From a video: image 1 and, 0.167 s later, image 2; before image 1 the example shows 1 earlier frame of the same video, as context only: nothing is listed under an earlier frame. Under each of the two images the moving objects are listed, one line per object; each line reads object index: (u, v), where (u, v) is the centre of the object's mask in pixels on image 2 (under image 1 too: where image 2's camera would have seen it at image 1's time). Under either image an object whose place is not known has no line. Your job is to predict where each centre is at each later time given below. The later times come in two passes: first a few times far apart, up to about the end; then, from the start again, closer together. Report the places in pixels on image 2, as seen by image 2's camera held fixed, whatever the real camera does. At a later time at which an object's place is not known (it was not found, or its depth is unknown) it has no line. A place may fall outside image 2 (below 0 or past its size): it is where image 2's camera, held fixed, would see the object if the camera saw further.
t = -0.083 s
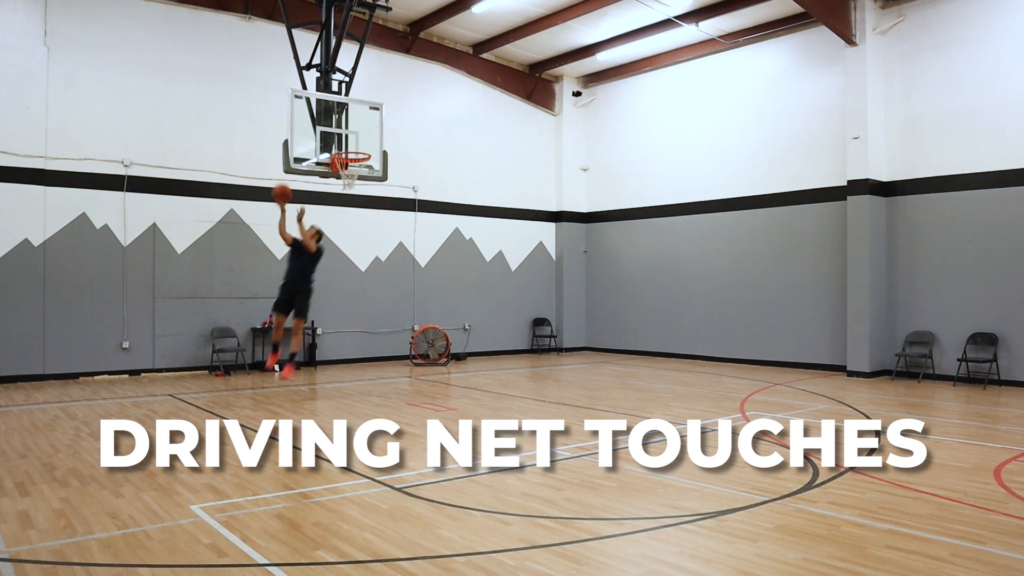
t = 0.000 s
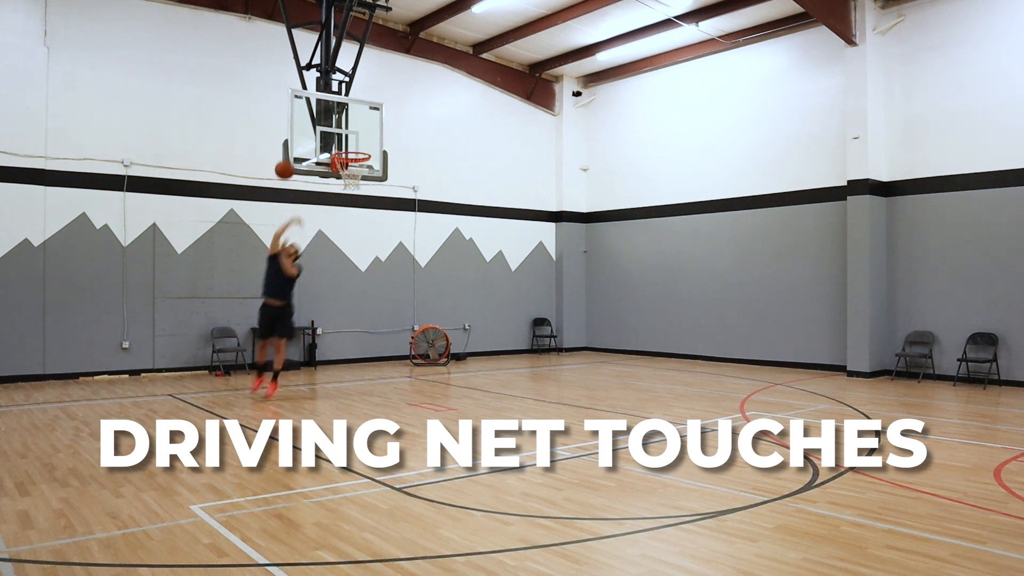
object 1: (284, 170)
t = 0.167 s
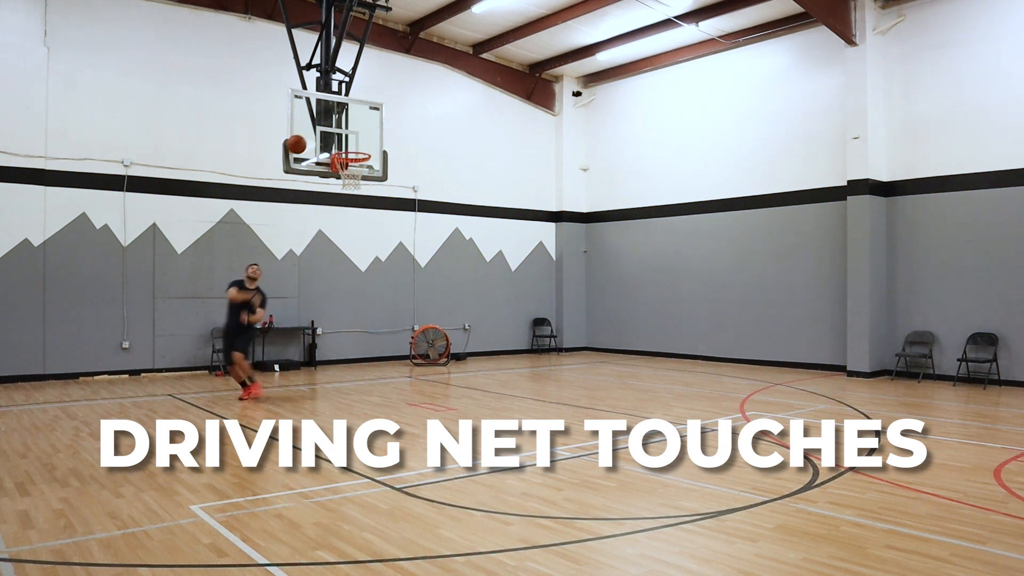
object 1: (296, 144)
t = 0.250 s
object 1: (304, 142)
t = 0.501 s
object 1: (328, 167)
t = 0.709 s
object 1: (346, 225)
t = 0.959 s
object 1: (371, 343)
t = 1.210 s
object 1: (374, 330)
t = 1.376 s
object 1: (367, 281)
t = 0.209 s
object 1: (300, 142)
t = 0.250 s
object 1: (304, 142)
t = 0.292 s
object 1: (308, 142)
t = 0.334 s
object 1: (312, 144)
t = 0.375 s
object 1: (316, 147)
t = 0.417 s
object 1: (320, 152)
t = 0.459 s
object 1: (324, 158)
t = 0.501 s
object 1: (328, 167)
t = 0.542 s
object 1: (332, 175)
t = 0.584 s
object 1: (335, 186)
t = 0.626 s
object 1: (339, 198)
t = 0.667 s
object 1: (343, 209)
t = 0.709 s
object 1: (346, 225)
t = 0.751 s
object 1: (350, 241)
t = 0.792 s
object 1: (354, 259)
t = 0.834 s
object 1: (358, 278)
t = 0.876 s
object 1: (363, 298)
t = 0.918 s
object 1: (367, 319)
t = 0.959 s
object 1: (371, 343)
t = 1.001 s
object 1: (376, 367)
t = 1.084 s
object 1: (379, 380)
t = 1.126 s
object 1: (377, 362)
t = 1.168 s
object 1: (375, 345)
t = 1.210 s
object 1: (374, 330)
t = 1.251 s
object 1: (372, 315)
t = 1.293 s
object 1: (370, 302)
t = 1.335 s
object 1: (368, 291)
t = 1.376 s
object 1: (367, 281)
